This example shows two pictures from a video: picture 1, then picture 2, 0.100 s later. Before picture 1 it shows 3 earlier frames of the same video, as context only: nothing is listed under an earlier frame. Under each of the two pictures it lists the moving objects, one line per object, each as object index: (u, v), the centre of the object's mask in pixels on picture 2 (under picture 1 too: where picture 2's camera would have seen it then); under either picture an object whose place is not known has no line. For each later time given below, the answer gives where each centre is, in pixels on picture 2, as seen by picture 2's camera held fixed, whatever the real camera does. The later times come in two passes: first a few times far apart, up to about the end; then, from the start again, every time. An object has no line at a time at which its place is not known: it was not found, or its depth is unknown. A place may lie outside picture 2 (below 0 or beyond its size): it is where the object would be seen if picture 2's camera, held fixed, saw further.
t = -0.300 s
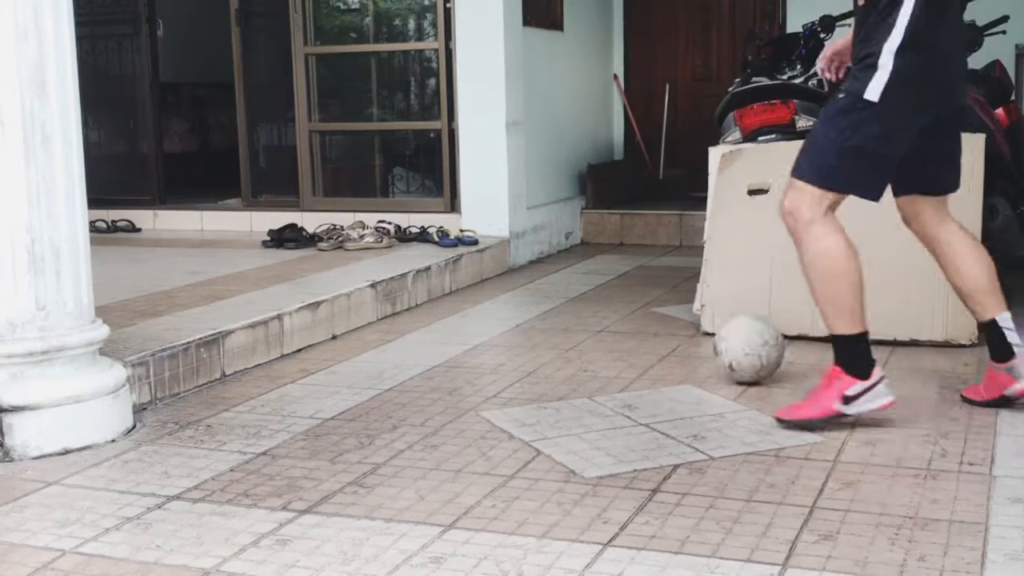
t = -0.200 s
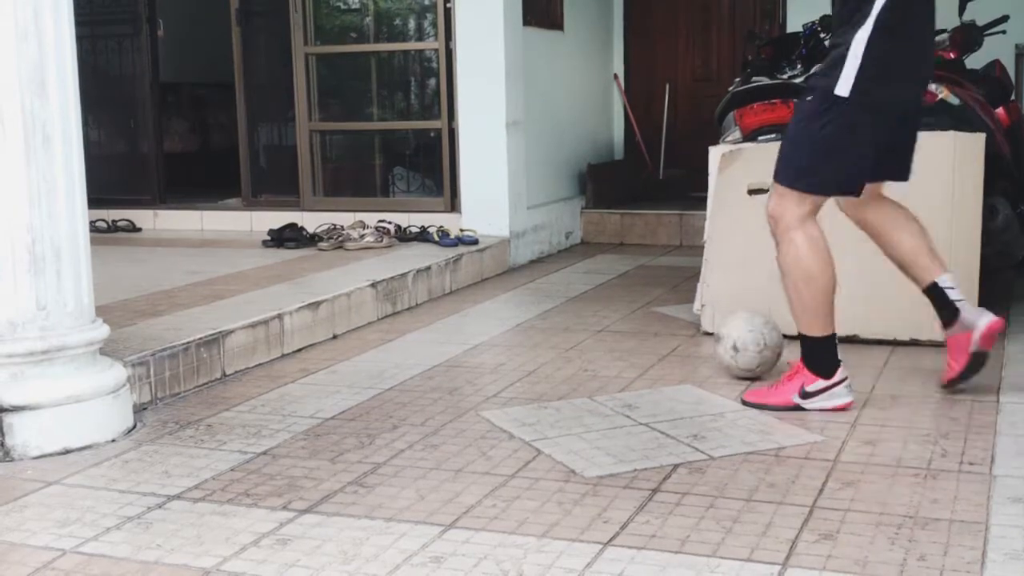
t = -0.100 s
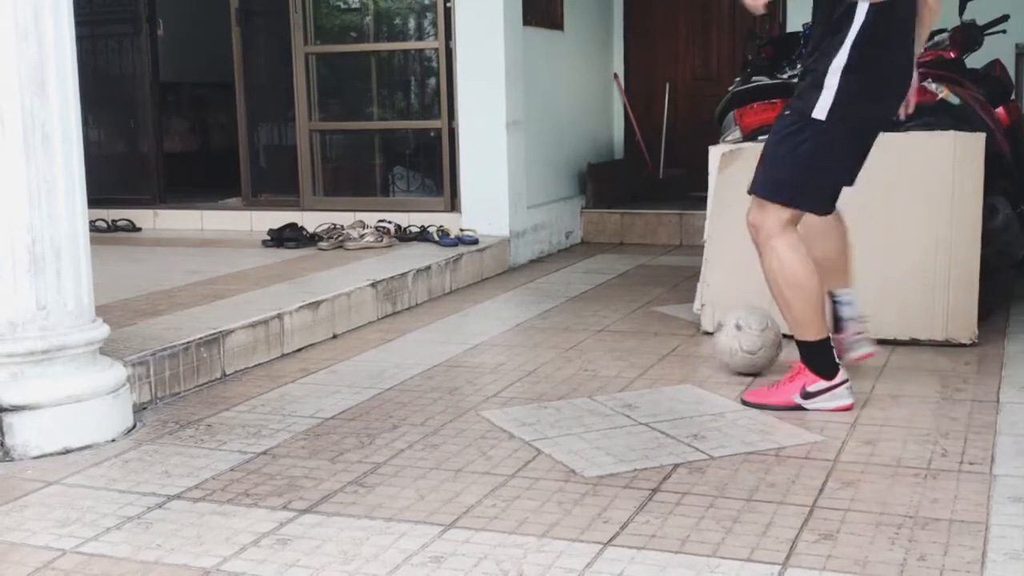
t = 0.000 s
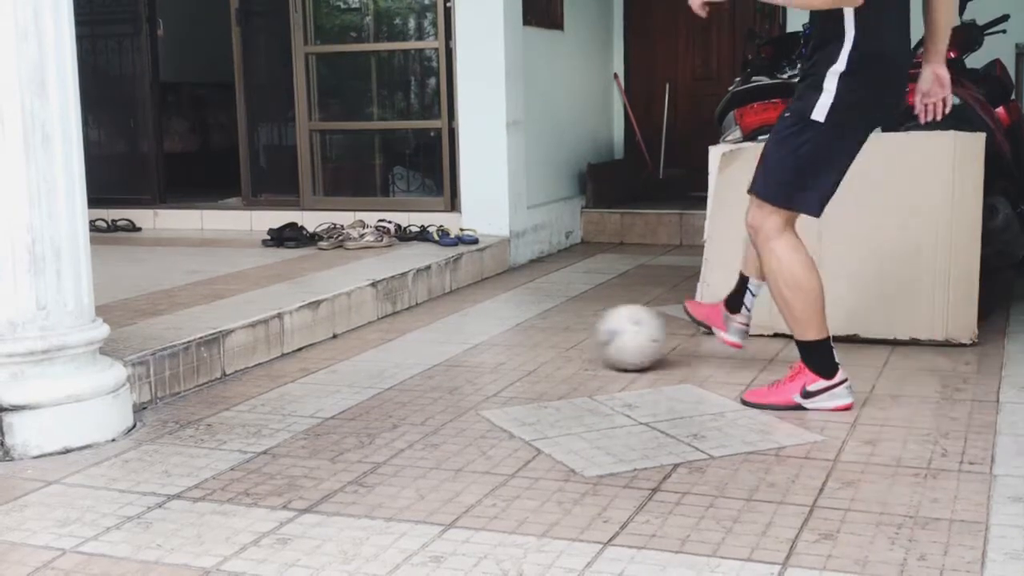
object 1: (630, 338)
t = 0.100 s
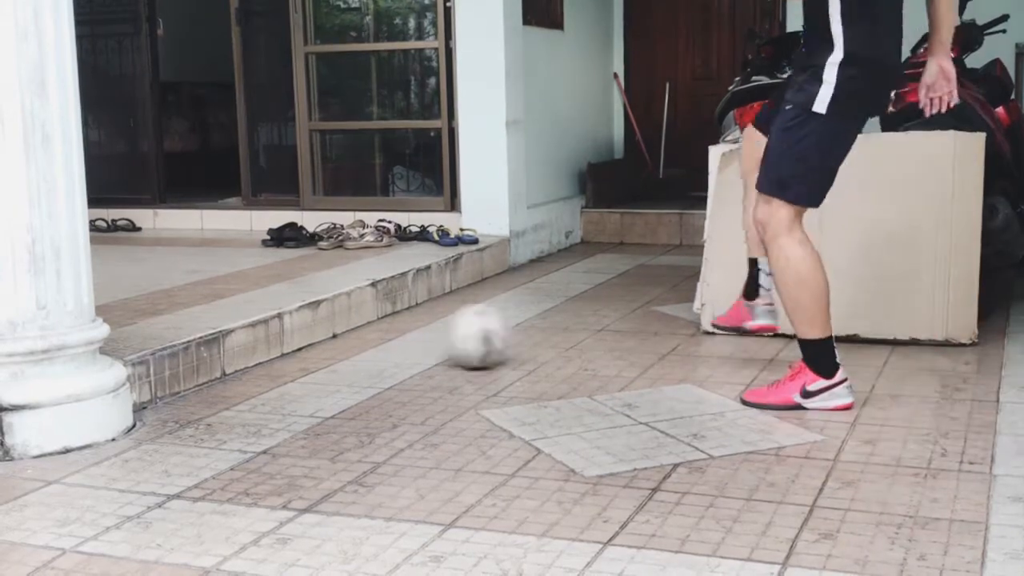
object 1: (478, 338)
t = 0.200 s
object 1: (342, 336)
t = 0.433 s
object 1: (391, 341)
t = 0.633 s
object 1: (477, 349)
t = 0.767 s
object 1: (520, 353)
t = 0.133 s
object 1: (429, 337)
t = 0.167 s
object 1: (385, 337)
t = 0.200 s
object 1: (342, 336)
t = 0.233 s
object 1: (300, 337)
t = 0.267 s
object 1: (291, 333)
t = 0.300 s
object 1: (310, 330)
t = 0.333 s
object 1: (332, 330)
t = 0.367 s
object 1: (352, 335)
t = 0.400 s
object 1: (374, 342)
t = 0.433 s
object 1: (391, 341)
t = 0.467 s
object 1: (408, 342)
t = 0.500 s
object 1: (425, 344)
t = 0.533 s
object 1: (439, 345)
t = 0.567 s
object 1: (453, 346)
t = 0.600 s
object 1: (466, 348)
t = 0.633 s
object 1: (477, 349)
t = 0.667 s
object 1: (489, 351)
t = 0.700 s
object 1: (500, 351)
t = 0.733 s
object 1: (510, 352)
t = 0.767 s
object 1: (520, 353)
